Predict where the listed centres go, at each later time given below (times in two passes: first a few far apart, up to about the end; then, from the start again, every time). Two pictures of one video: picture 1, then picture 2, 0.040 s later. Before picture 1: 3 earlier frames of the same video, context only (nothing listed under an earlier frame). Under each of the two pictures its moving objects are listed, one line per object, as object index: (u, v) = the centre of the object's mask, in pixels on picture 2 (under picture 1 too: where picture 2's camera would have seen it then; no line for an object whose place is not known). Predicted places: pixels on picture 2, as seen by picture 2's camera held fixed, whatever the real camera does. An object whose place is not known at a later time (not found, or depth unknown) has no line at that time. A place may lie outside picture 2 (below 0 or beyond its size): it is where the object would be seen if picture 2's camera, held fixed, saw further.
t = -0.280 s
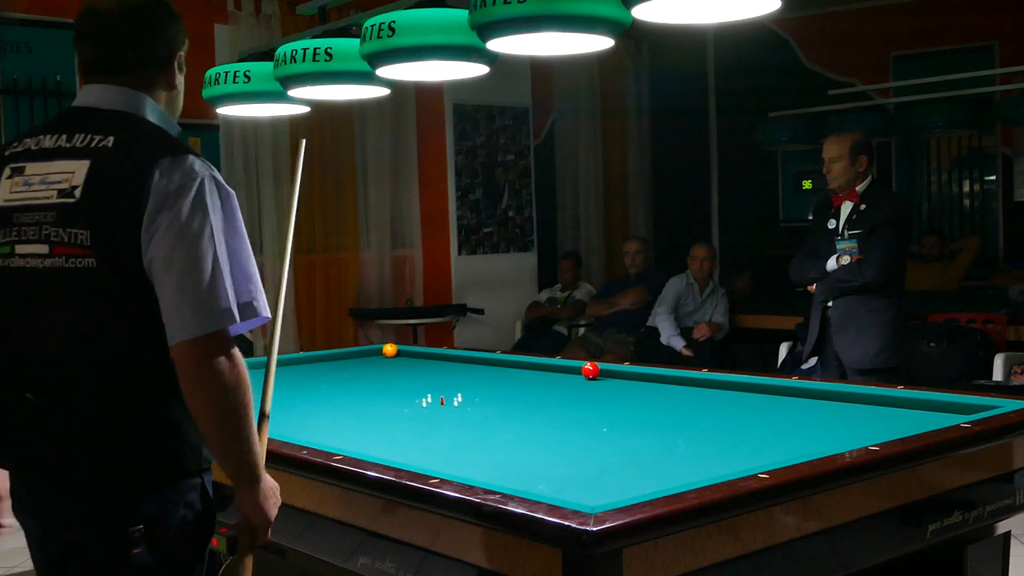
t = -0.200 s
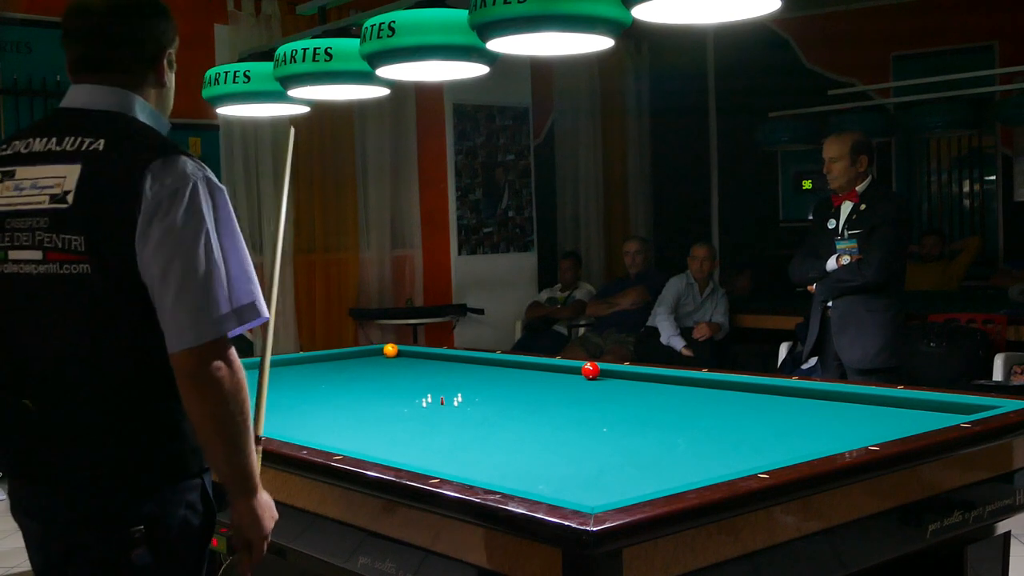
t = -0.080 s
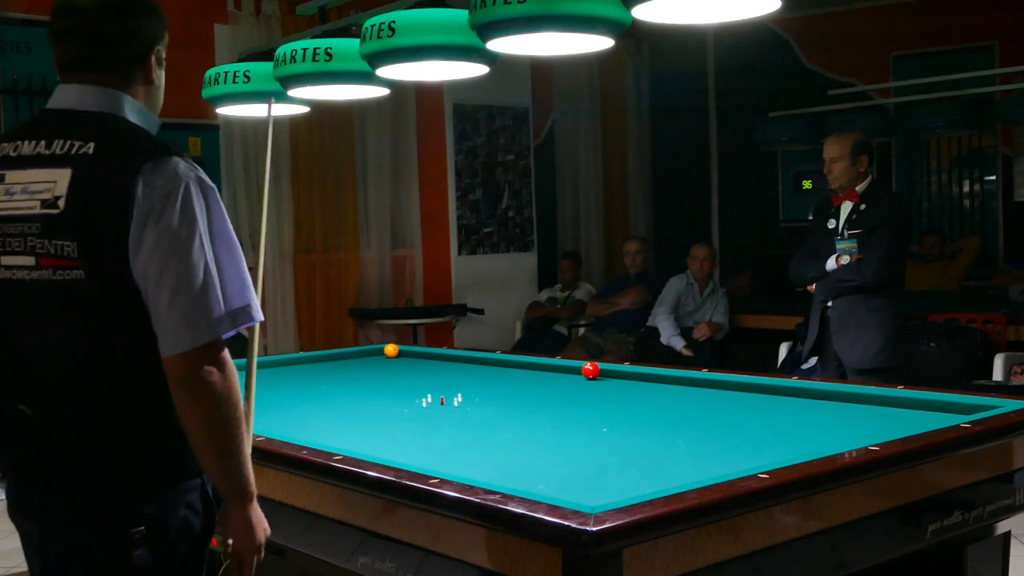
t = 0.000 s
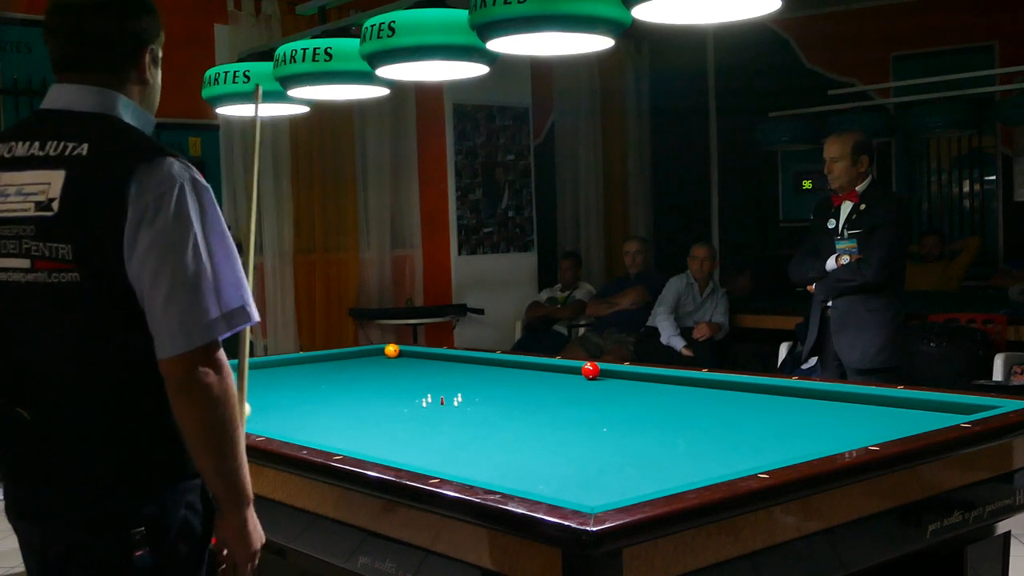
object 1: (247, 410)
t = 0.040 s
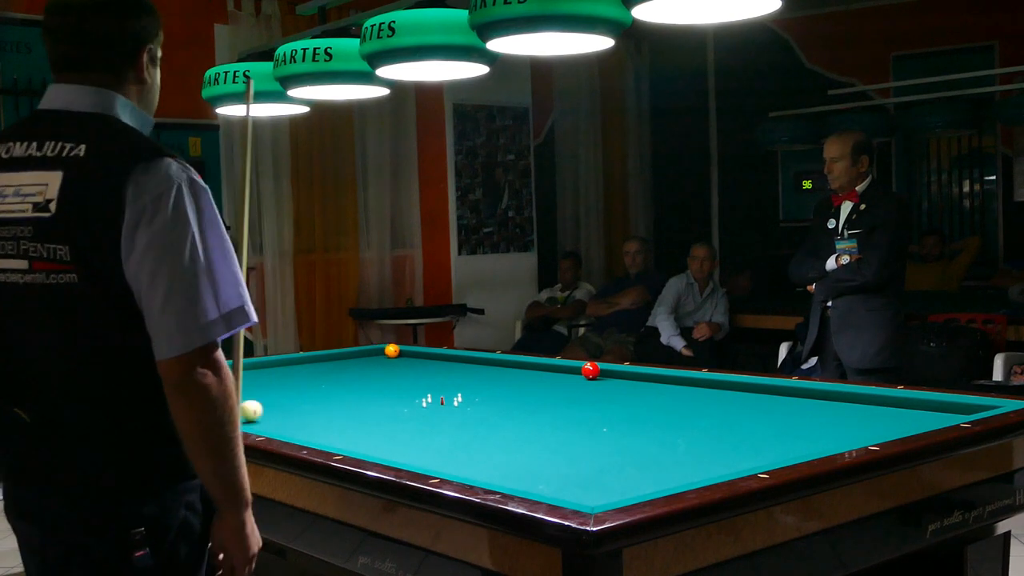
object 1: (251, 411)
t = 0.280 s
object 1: (325, 411)
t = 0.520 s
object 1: (401, 412)
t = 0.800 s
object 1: (493, 414)
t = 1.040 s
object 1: (576, 415)
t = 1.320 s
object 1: (675, 417)
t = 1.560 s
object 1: (764, 418)
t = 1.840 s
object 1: (872, 419)
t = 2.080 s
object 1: (935, 415)
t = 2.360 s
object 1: (923, 406)
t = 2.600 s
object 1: (891, 402)
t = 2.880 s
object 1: (834, 401)
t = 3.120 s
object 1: (788, 401)
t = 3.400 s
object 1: (737, 401)
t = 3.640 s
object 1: (695, 401)
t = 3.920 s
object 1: (648, 401)
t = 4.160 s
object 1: (610, 401)
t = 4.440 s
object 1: (568, 400)
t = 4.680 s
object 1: (533, 400)
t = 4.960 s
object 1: (494, 400)
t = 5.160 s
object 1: (468, 400)
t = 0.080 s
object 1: (263, 410)
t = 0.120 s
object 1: (275, 410)
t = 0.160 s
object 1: (287, 411)
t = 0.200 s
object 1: (300, 411)
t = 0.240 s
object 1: (312, 411)
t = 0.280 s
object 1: (325, 411)
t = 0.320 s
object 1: (338, 411)
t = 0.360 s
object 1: (350, 412)
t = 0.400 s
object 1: (363, 412)
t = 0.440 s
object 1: (376, 412)
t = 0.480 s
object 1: (388, 412)
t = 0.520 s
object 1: (401, 412)
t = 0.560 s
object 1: (414, 413)
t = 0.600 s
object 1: (427, 413)
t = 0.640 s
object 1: (440, 413)
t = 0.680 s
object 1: (454, 413)
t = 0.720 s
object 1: (467, 413)
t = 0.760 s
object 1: (480, 414)
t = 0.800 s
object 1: (493, 414)
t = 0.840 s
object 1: (507, 414)
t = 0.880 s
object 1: (520, 414)
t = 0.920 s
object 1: (534, 415)
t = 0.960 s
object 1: (548, 415)
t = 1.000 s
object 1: (562, 415)
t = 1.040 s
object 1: (576, 415)
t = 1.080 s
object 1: (590, 415)
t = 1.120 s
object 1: (604, 416)
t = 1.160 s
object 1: (618, 416)
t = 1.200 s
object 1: (632, 416)
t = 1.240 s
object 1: (647, 416)
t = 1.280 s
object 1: (661, 416)
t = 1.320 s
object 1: (675, 417)
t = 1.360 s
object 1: (690, 417)
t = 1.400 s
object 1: (705, 417)
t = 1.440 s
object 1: (719, 417)
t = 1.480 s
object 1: (734, 417)
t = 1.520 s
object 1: (749, 418)
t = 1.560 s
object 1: (764, 418)
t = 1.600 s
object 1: (779, 418)
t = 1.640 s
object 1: (795, 418)
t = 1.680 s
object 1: (810, 419)
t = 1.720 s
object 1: (825, 419)
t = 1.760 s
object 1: (841, 419)
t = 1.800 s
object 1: (856, 419)
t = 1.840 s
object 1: (872, 419)
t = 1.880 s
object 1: (887, 420)
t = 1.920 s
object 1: (903, 419)
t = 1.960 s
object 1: (919, 418)
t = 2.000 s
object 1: (935, 417)
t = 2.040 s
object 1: (939, 416)
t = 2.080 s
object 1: (935, 415)
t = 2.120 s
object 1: (933, 414)
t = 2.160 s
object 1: (931, 413)
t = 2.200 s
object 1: (929, 412)
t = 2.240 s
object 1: (928, 411)
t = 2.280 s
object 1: (926, 409)
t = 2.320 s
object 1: (925, 407)
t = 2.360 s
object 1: (923, 406)
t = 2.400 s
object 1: (922, 404)
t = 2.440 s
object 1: (920, 403)
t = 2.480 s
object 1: (918, 401)
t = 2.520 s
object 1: (908, 401)
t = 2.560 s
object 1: (899, 402)
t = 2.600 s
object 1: (891, 402)
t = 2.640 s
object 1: (883, 402)
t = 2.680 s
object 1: (874, 401)
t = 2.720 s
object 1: (866, 401)
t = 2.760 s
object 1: (858, 401)
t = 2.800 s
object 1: (850, 401)
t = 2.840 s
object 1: (842, 401)
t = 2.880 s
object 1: (834, 401)
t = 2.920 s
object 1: (826, 401)
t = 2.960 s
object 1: (819, 401)
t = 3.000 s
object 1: (811, 401)
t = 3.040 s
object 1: (803, 401)
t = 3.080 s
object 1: (796, 401)
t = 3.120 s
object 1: (788, 401)
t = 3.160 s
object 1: (781, 401)
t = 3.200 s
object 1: (773, 401)
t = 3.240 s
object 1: (766, 401)
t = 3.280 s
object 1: (758, 401)
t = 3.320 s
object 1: (751, 401)
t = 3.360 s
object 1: (744, 401)
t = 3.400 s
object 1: (737, 401)
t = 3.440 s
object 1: (730, 401)
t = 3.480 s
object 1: (723, 401)
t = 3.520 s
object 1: (715, 401)
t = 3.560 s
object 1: (709, 401)
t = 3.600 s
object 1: (702, 401)
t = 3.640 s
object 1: (695, 401)
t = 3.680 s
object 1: (688, 401)
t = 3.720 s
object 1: (681, 401)
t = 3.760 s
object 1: (675, 401)
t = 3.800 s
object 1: (668, 401)
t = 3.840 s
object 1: (661, 401)
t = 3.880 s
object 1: (654, 401)
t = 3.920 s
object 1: (648, 401)
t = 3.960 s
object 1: (642, 401)
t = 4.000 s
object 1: (635, 401)
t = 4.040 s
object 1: (629, 400)
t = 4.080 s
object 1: (622, 400)
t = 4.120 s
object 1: (616, 401)
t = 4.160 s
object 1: (610, 401)
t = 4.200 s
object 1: (605, 401)
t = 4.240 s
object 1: (598, 400)
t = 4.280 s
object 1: (592, 400)
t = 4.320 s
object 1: (586, 401)
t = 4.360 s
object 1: (580, 400)
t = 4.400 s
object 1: (574, 400)
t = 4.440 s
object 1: (568, 400)
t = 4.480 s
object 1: (562, 400)
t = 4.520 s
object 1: (556, 400)
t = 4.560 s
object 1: (550, 400)
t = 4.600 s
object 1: (544, 400)
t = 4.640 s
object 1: (539, 400)
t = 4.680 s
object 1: (533, 400)
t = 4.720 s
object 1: (527, 400)
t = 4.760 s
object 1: (522, 400)
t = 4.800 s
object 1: (516, 400)
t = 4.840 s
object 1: (511, 400)
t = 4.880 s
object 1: (505, 400)
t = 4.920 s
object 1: (500, 400)
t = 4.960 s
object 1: (494, 400)
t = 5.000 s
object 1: (489, 400)
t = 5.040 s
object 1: (484, 400)
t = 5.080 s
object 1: (479, 400)
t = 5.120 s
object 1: (473, 400)
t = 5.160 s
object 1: (468, 400)
